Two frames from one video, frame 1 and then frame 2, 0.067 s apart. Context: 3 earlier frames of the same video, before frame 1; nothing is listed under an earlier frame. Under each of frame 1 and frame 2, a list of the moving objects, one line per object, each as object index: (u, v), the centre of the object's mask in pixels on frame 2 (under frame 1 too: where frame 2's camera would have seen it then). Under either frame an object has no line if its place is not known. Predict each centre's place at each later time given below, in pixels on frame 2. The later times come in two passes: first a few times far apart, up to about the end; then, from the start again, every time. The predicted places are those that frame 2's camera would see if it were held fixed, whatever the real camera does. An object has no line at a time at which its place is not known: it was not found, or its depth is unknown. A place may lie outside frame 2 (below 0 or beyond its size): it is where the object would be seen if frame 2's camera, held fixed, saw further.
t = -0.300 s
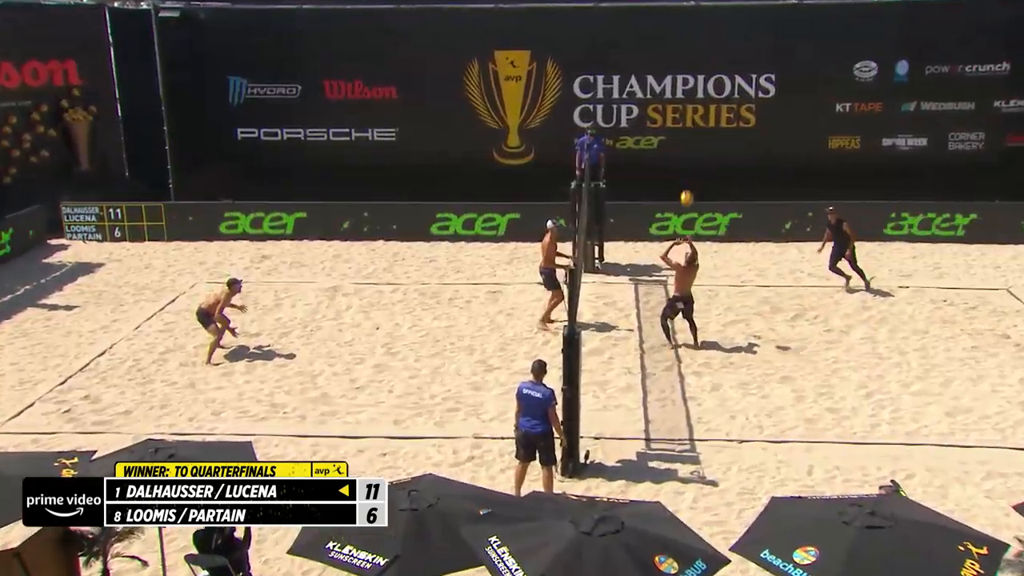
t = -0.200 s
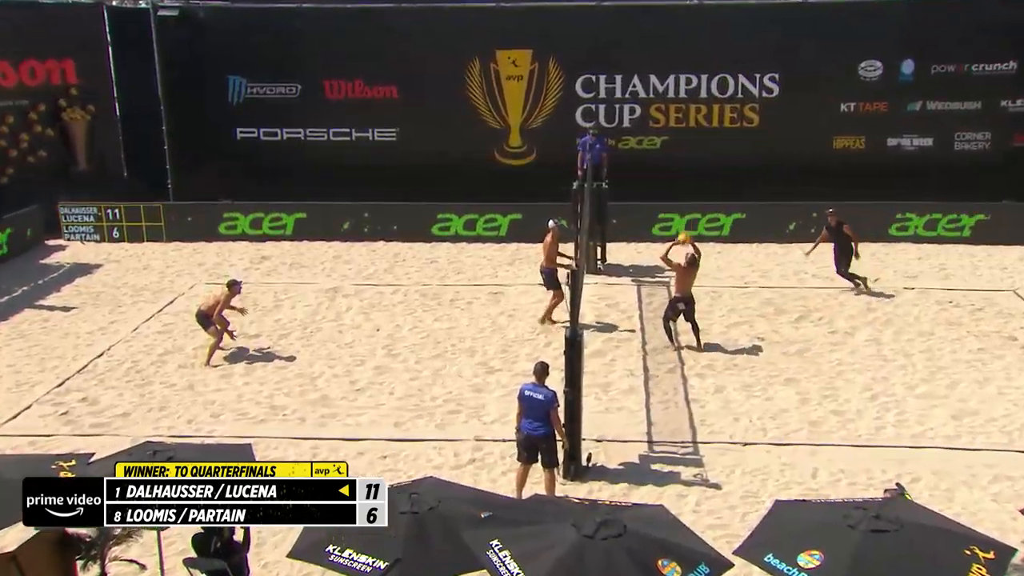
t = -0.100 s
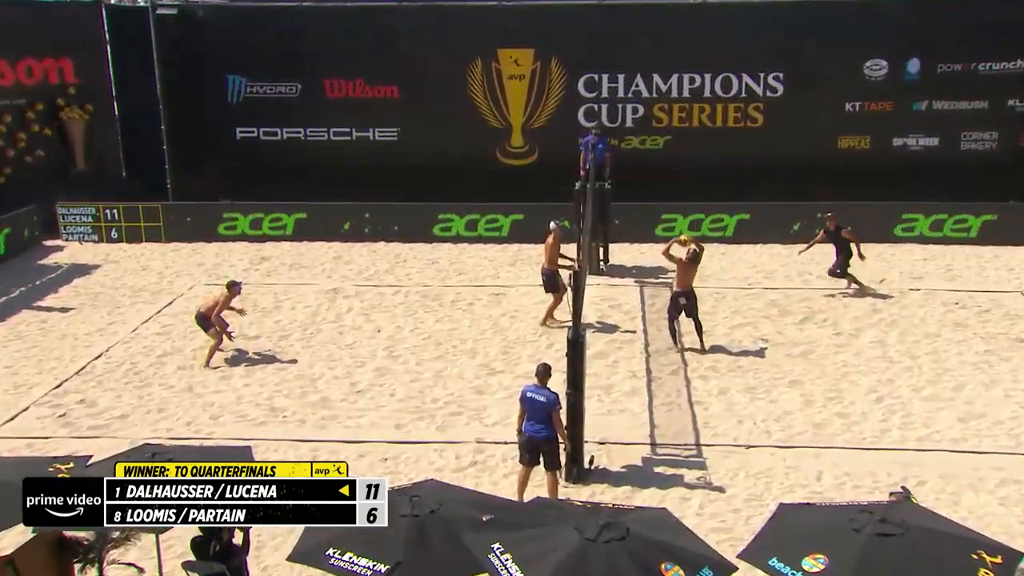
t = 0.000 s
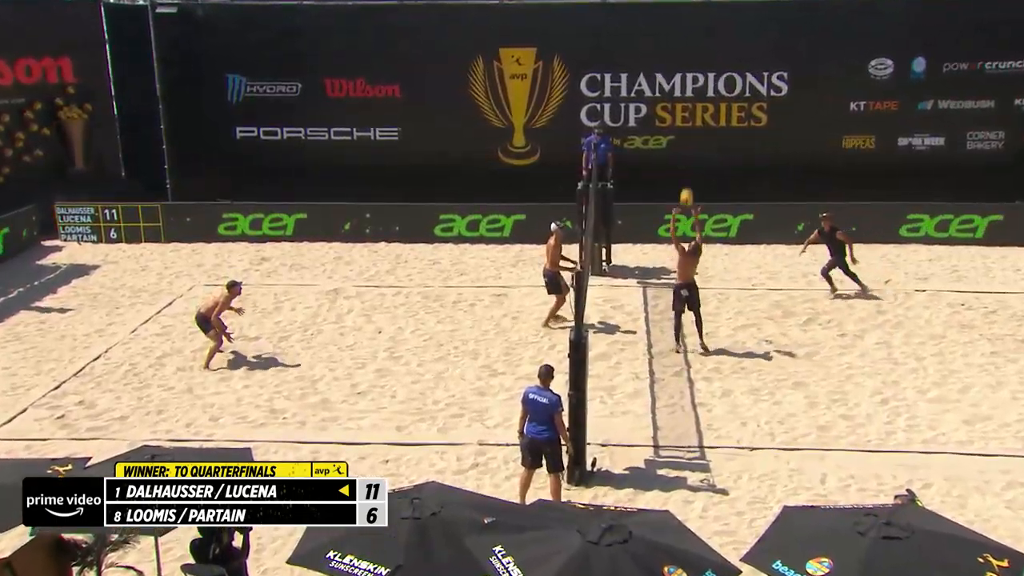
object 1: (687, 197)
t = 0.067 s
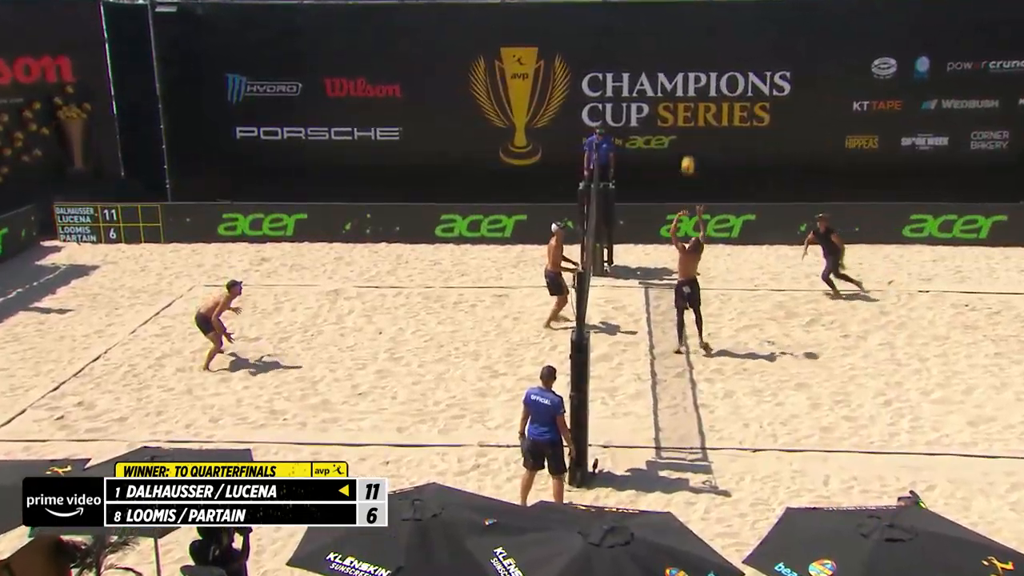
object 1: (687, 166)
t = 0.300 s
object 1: (683, 75)
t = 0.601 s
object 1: (676, 15)
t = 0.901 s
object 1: (668, 14)
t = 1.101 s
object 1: (663, 44)
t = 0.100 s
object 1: (687, 151)
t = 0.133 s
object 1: (687, 137)
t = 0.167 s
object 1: (686, 123)
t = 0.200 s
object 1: (686, 109)
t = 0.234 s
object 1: (685, 97)
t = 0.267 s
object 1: (684, 86)
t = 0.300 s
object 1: (683, 75)
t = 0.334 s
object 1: (683, 66)
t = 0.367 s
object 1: (682, 57)
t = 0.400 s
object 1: (681, 49)
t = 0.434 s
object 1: (680, 41)
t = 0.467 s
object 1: (680, 35)
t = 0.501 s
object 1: (679, 29)
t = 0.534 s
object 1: (678, 23)
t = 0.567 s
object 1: (677, 19)
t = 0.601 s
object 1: (676, 15)
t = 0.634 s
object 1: (676, 12)
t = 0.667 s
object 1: (675, 9)
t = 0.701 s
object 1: (674, 8)
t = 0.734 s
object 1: (673, 8)
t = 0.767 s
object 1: (672, 8)
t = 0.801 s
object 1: (671, 8)
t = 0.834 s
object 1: (671, 9)
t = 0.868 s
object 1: (670, 11)
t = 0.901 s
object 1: (668, 14)
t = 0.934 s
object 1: (667, 17)
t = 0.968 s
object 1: (667, 21)
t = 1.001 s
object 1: (666, 26)
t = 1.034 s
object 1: (665, 31)
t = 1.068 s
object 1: (664, 37)
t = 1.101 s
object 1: (663, 44)
